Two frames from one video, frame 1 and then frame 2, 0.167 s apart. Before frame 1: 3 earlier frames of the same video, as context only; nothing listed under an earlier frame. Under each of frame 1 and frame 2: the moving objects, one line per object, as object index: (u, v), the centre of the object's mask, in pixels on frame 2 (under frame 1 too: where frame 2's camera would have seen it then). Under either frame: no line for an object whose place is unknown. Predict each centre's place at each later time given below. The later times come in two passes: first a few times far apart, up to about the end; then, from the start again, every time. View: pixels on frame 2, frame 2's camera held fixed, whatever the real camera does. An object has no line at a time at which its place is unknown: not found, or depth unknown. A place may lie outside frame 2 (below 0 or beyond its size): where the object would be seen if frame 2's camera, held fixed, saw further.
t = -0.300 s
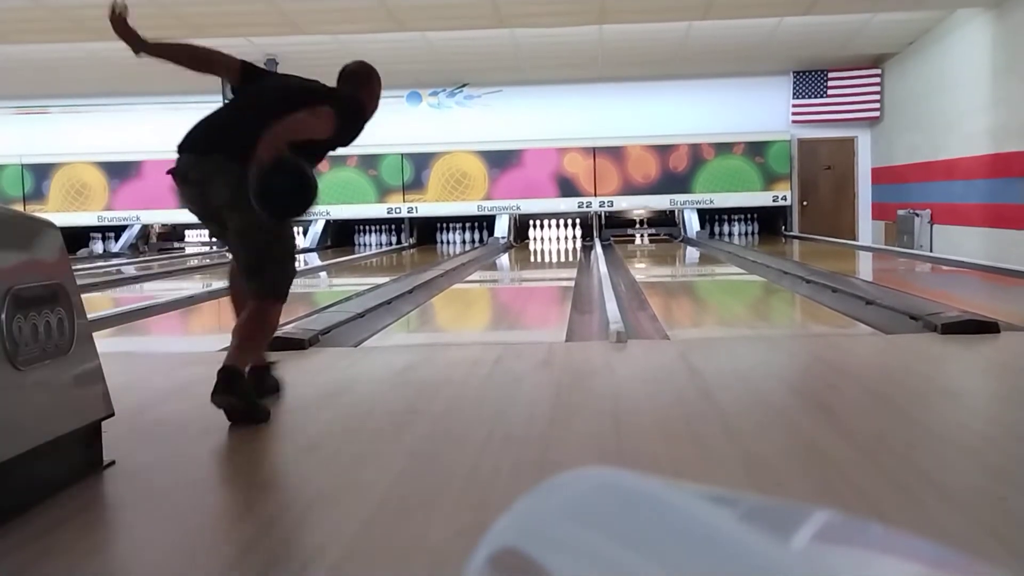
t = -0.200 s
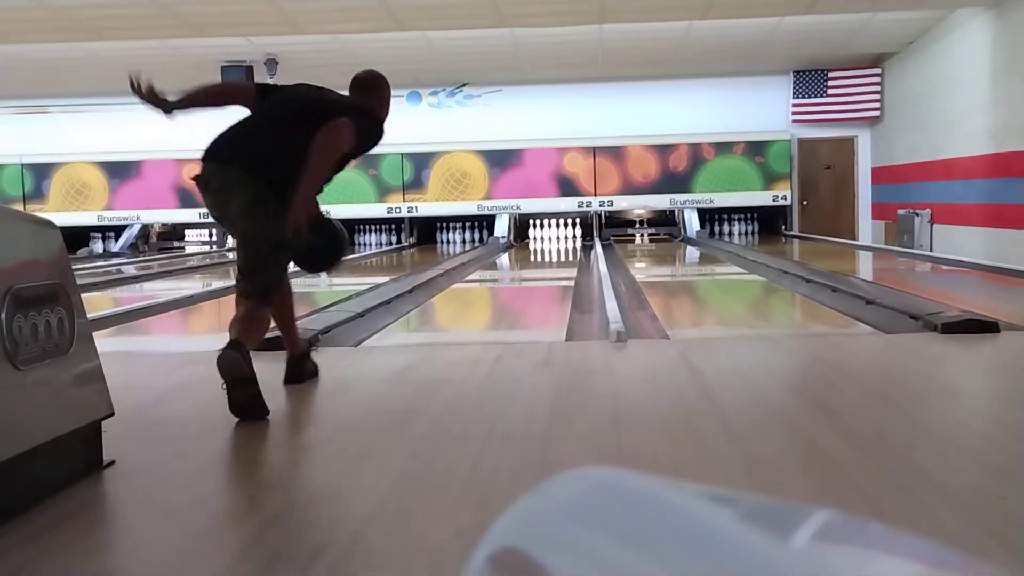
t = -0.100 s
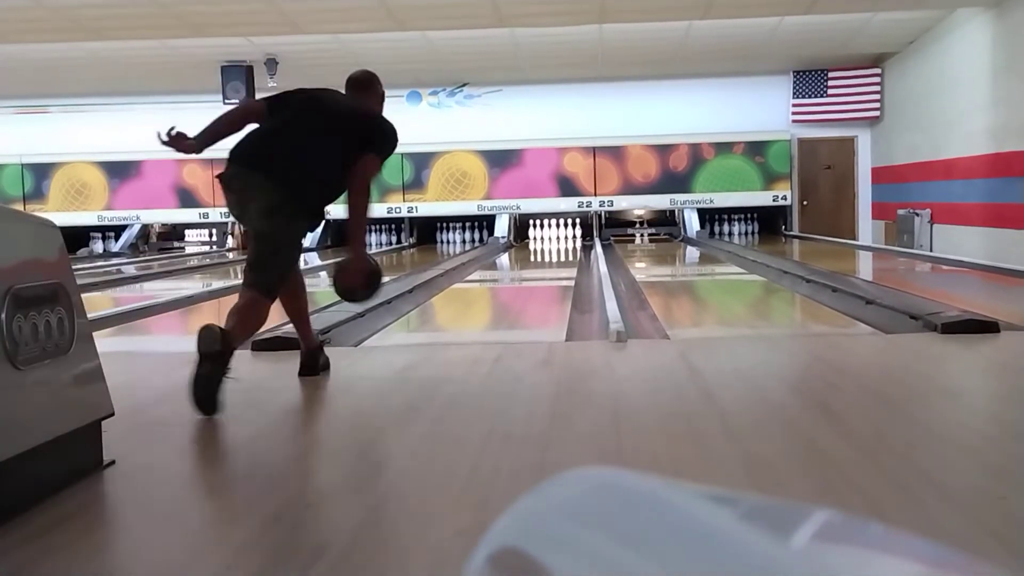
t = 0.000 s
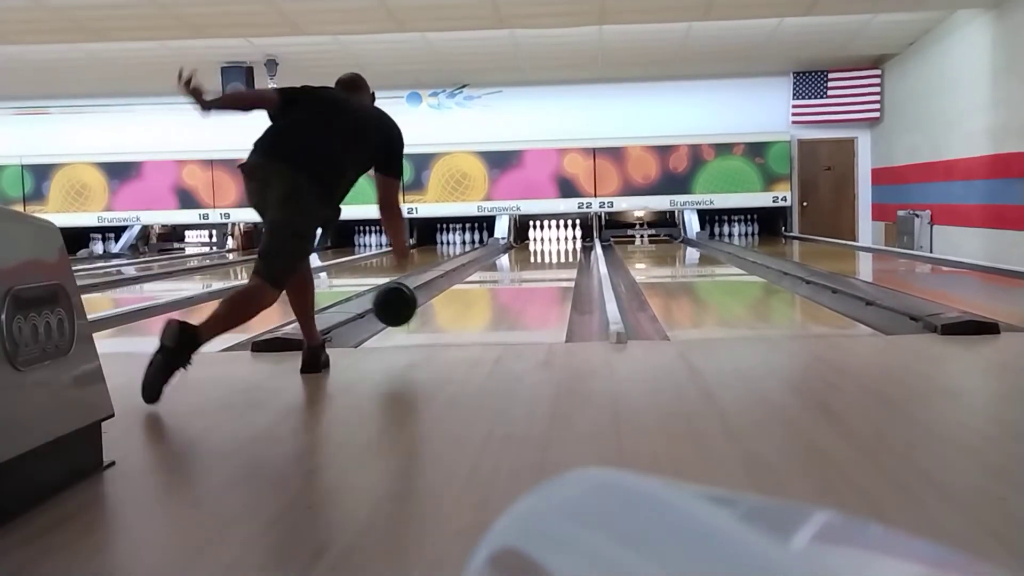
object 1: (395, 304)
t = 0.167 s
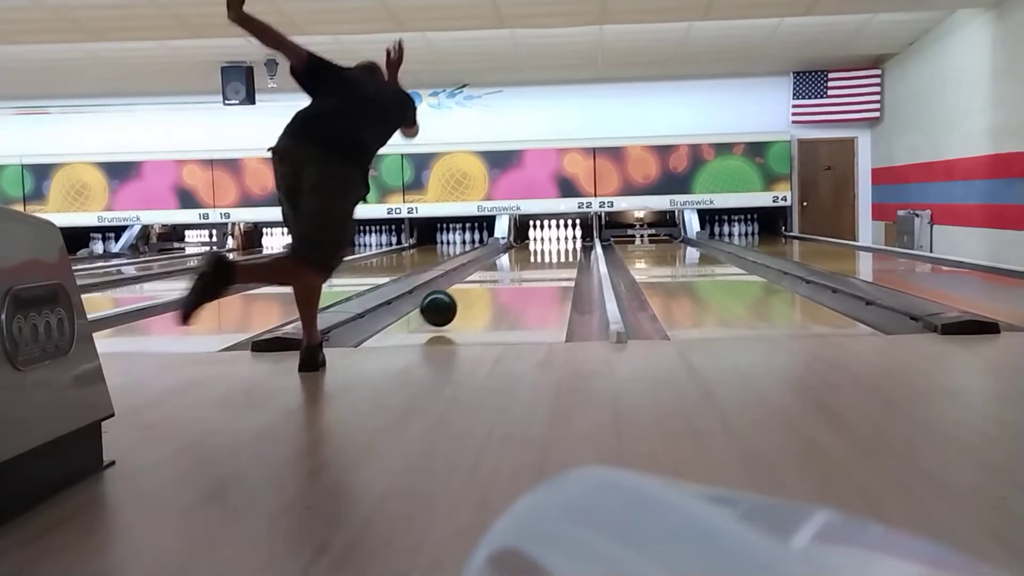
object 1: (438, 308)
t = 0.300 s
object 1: (463, 299)
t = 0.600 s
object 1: (506, 277)
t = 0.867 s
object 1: (520, 267)
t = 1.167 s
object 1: (535, 256)
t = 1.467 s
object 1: (545, 250)
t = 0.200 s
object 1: (445, 306)
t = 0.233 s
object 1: (451, 305)
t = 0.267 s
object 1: (457, 301)
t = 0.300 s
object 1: (463, 299)
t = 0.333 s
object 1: (468, 296)
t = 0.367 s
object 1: (472, 293)
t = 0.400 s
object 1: (476, 291)
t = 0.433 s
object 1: (485, 287)
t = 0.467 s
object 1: (492, 284)
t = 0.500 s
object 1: (497, 282)
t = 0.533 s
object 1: (500, 280)
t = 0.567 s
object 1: (504, 279)
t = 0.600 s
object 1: (506, 277)
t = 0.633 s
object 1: (509, 275)
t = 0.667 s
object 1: (511, 274)
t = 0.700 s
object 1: (513, 273)
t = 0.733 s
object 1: (515, 271)
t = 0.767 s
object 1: (516, 270)
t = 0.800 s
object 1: (518, 269)
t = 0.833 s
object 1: (519, 268)
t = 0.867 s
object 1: (520, 267)
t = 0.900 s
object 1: (522, 265)
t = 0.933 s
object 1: (524, 264)
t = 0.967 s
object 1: (526, 263)
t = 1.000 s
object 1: (527, 262)
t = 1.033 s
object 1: (529, 261)
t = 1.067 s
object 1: (531, 260)
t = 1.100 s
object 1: (532, 259)
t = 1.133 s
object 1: (534, 258)
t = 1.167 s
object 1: (535, 256)
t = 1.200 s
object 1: (536, 256)
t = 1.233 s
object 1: (538, 255)
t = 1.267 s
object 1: (539, 254)
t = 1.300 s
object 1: (541, 253)
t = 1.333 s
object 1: (542, 252)
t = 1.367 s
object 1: (543, 252)
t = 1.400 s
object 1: (543, 251)
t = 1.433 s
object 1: (545, 252)
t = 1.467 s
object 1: (545, 250)
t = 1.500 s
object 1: (546, 250)
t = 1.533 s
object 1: (546, 250)
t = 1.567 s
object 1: (548, 248)
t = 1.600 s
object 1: (548, 247)
